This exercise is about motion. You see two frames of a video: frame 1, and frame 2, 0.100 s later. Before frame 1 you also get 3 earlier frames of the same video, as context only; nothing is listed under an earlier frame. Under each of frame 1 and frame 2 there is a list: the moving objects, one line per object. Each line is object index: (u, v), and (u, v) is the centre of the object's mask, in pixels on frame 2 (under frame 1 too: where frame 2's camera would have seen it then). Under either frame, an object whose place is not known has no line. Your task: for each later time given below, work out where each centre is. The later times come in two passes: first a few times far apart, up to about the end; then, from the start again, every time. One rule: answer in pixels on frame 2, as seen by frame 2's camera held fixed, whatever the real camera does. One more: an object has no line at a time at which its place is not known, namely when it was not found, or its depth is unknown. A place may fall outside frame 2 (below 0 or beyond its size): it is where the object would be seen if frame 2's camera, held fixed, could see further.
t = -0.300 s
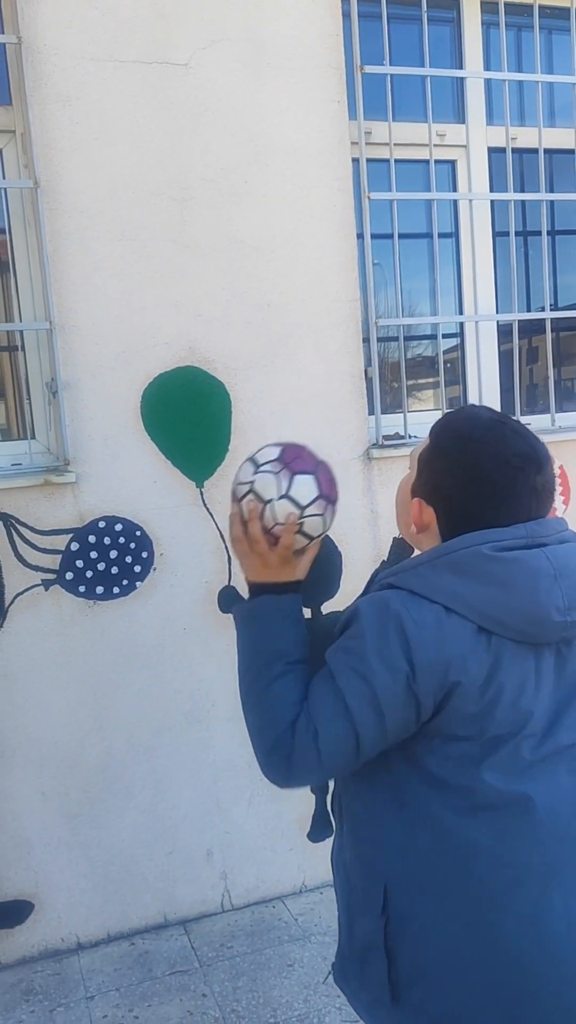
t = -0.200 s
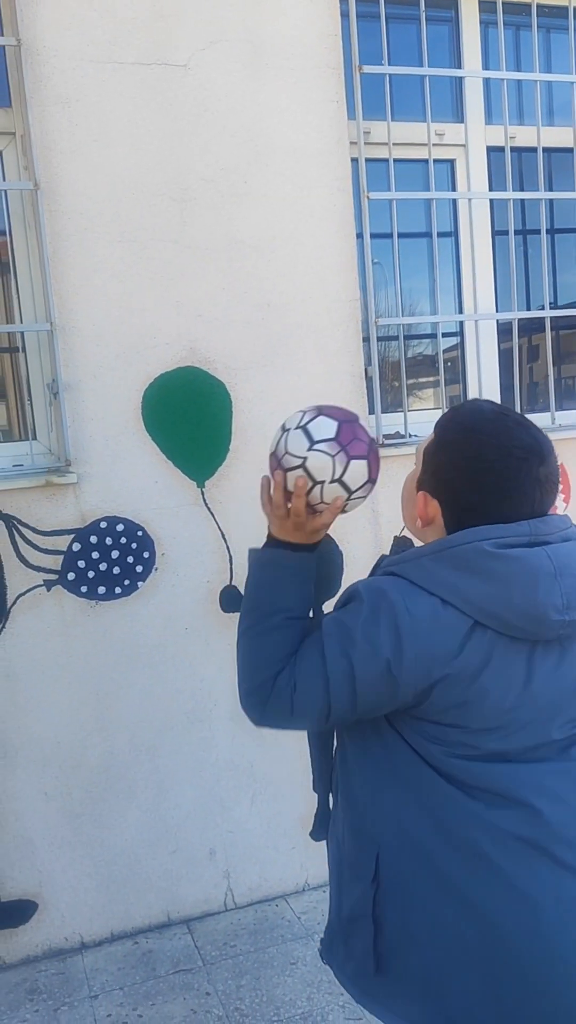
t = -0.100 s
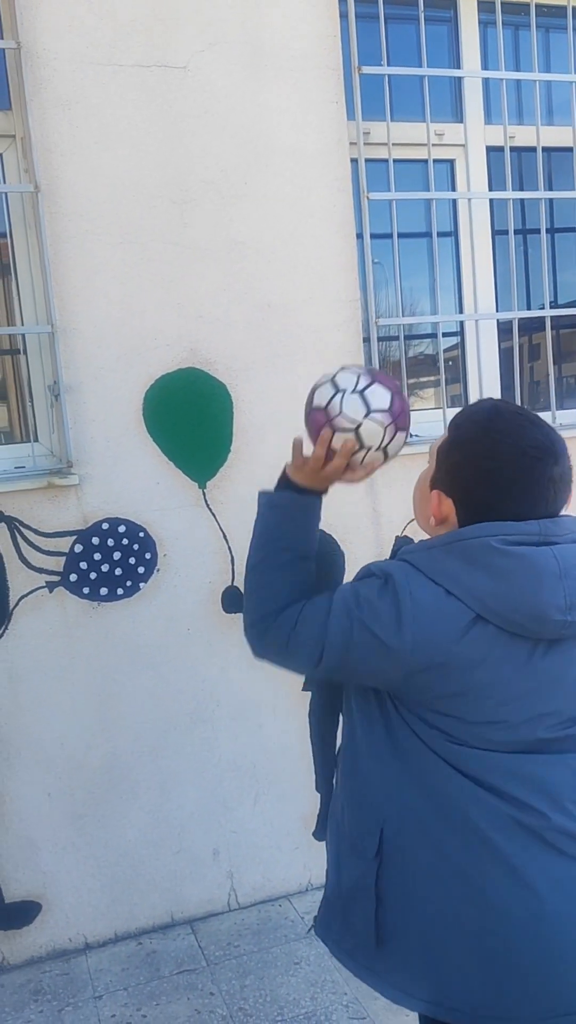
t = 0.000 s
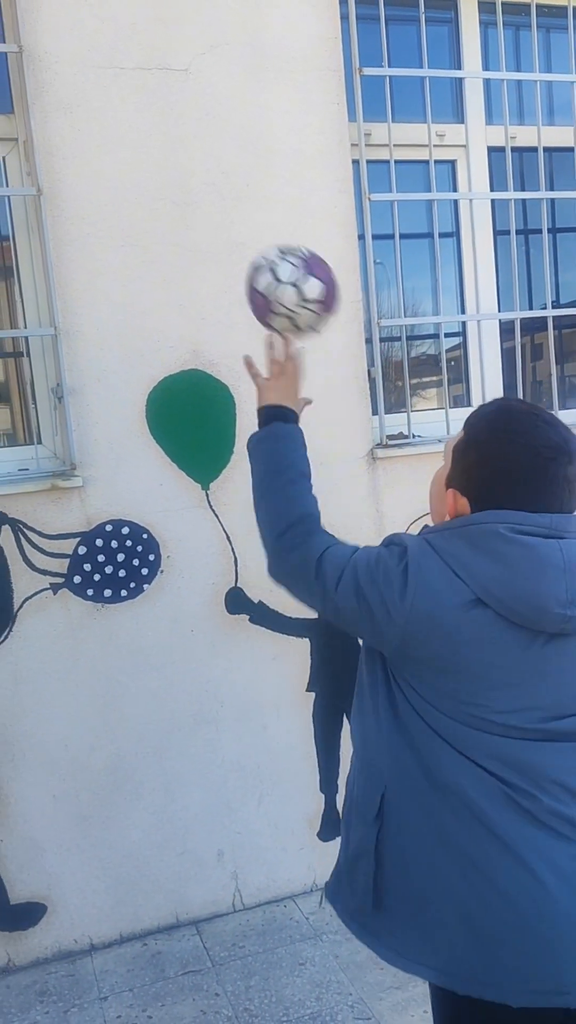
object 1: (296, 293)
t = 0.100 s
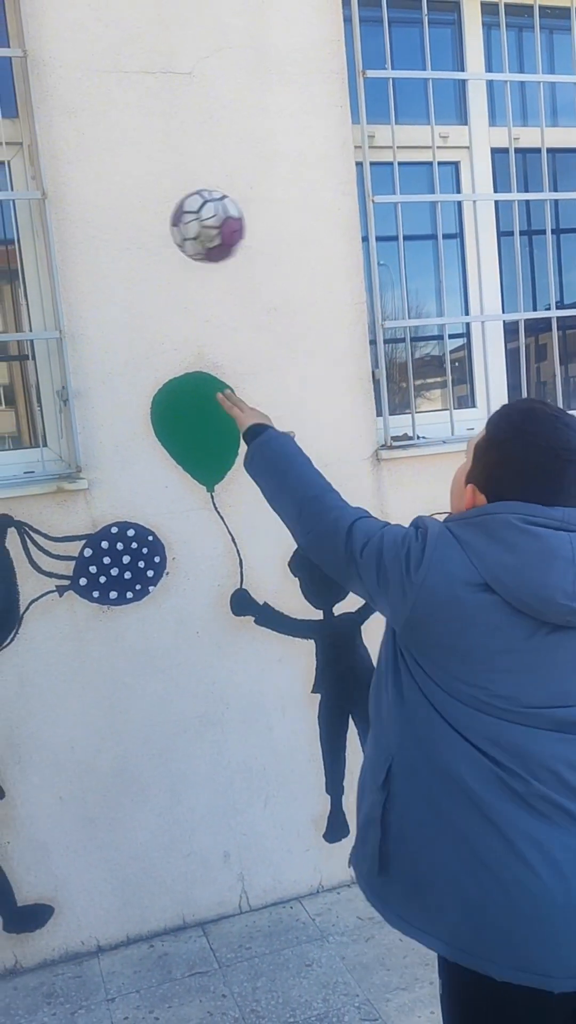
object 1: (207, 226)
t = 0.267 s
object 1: (131, 242)
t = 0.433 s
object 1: (133, 273)
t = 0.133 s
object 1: (186, 222)
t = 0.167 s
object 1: (168, 223)
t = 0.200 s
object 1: (152, 229)
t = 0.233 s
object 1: (138, 237)
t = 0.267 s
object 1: (131, 242)
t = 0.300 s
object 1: (130, 240)
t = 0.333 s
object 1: (130, 242)
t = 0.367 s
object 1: (131, 248)
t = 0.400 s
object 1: (131, 258)
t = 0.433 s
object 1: (133, 273)
